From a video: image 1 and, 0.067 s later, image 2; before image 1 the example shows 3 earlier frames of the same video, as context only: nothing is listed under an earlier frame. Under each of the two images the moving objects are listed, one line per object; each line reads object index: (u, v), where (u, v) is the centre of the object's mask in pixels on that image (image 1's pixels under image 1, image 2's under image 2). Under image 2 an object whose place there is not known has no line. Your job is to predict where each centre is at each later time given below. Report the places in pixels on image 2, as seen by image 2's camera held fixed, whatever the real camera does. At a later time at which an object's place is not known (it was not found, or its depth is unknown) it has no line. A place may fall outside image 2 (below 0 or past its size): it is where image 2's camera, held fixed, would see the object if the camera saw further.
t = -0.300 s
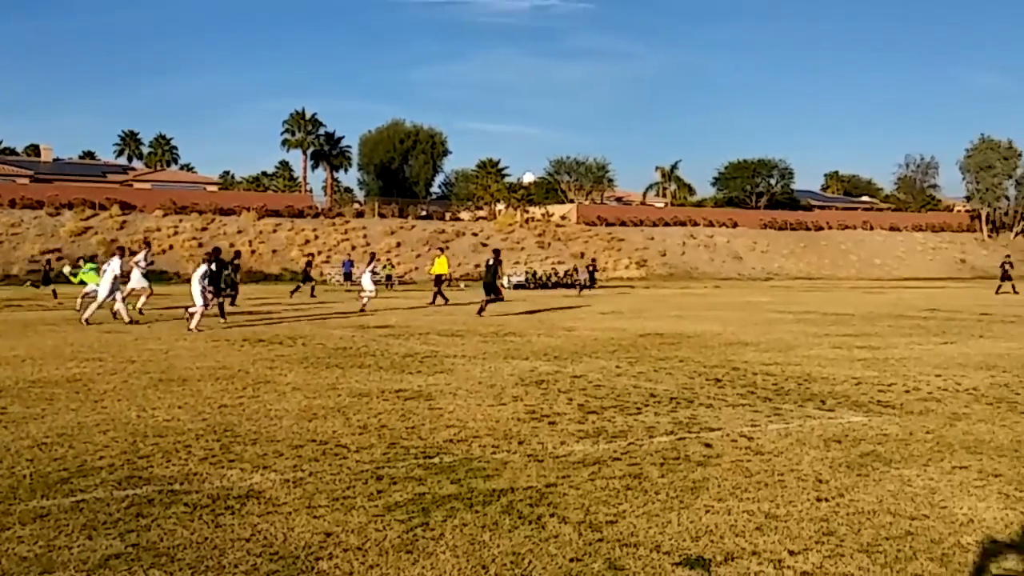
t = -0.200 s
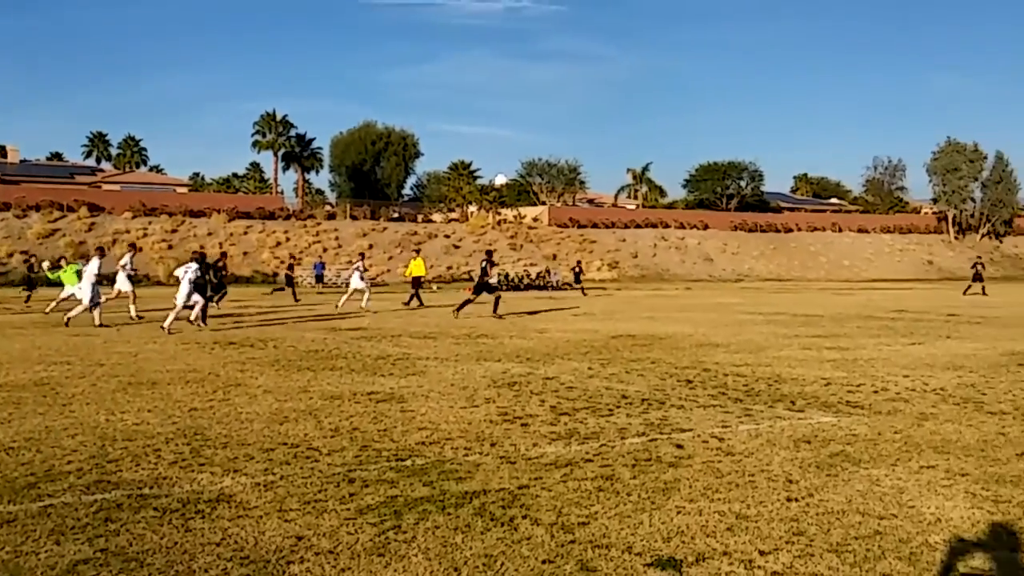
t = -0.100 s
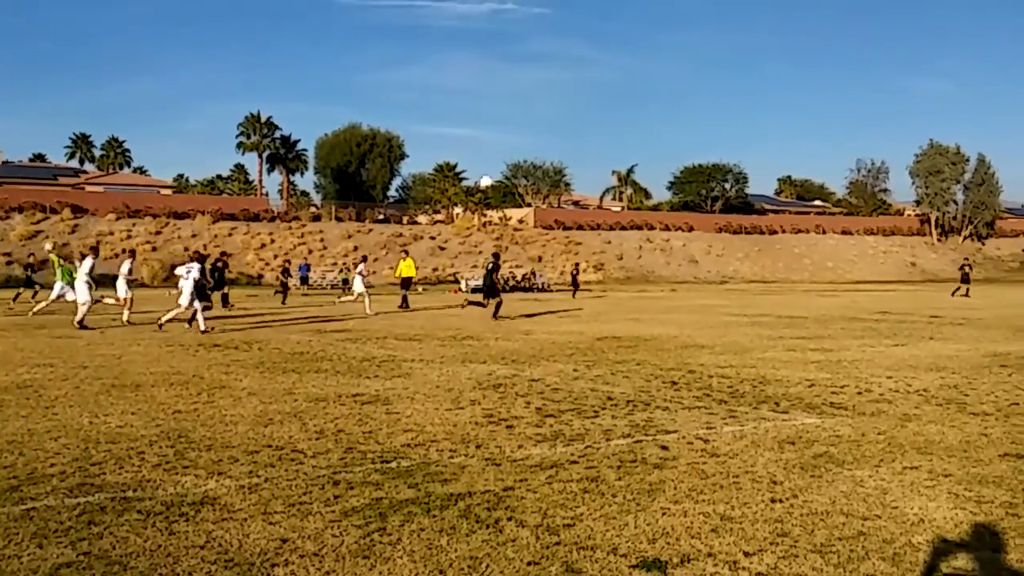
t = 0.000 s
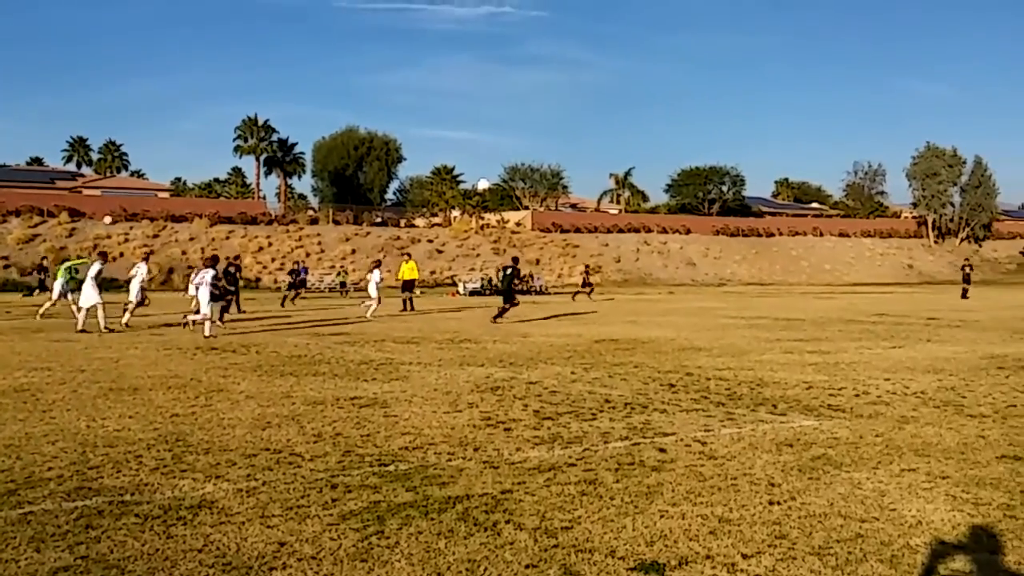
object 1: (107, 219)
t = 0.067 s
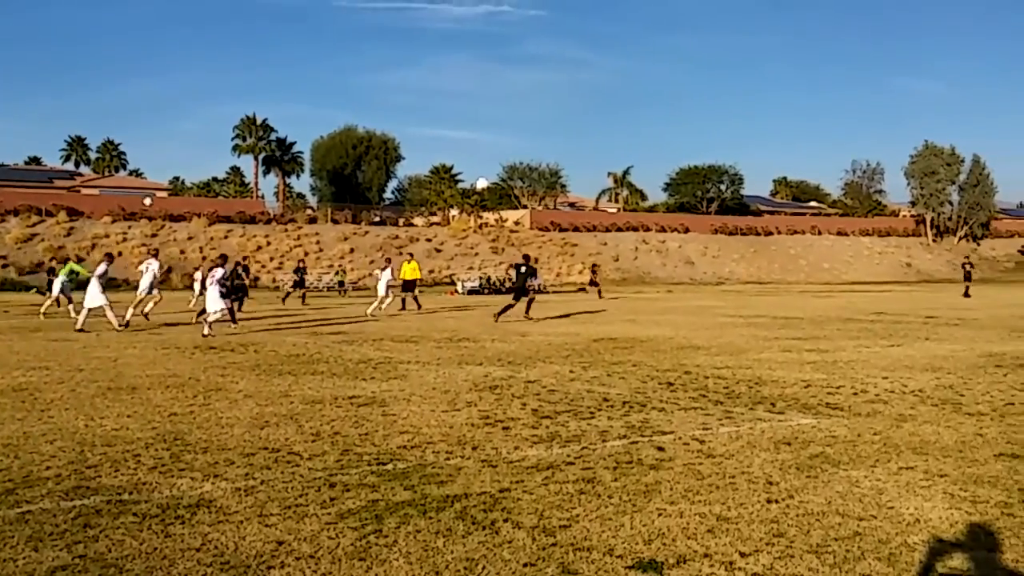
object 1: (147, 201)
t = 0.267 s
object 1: (265, 155)
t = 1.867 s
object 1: (1112, 200)
